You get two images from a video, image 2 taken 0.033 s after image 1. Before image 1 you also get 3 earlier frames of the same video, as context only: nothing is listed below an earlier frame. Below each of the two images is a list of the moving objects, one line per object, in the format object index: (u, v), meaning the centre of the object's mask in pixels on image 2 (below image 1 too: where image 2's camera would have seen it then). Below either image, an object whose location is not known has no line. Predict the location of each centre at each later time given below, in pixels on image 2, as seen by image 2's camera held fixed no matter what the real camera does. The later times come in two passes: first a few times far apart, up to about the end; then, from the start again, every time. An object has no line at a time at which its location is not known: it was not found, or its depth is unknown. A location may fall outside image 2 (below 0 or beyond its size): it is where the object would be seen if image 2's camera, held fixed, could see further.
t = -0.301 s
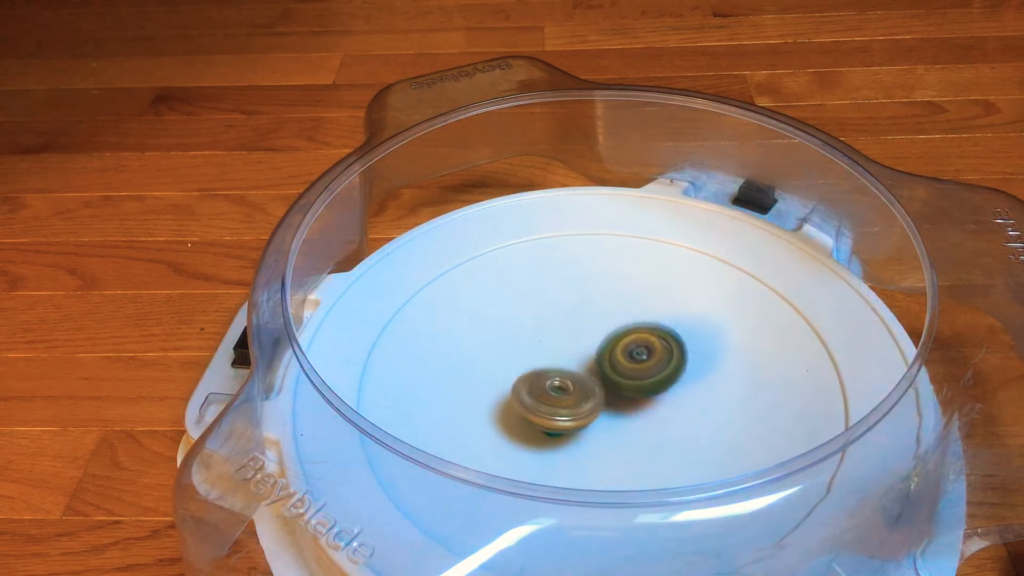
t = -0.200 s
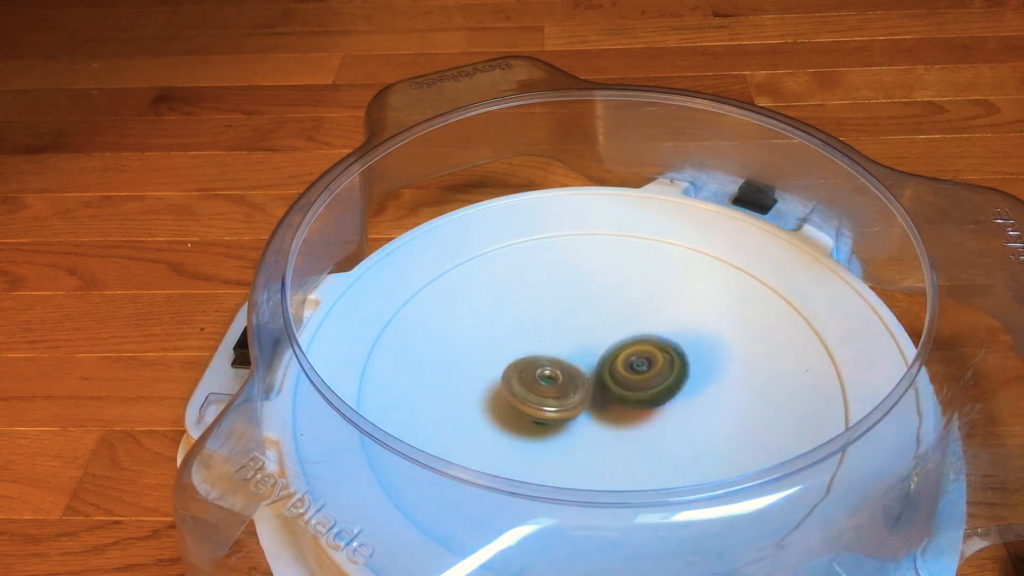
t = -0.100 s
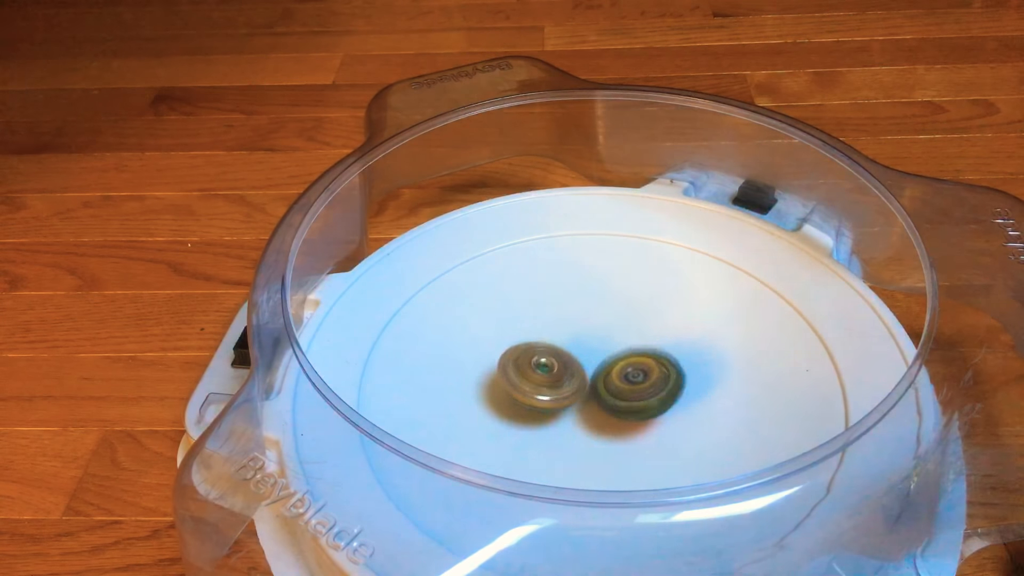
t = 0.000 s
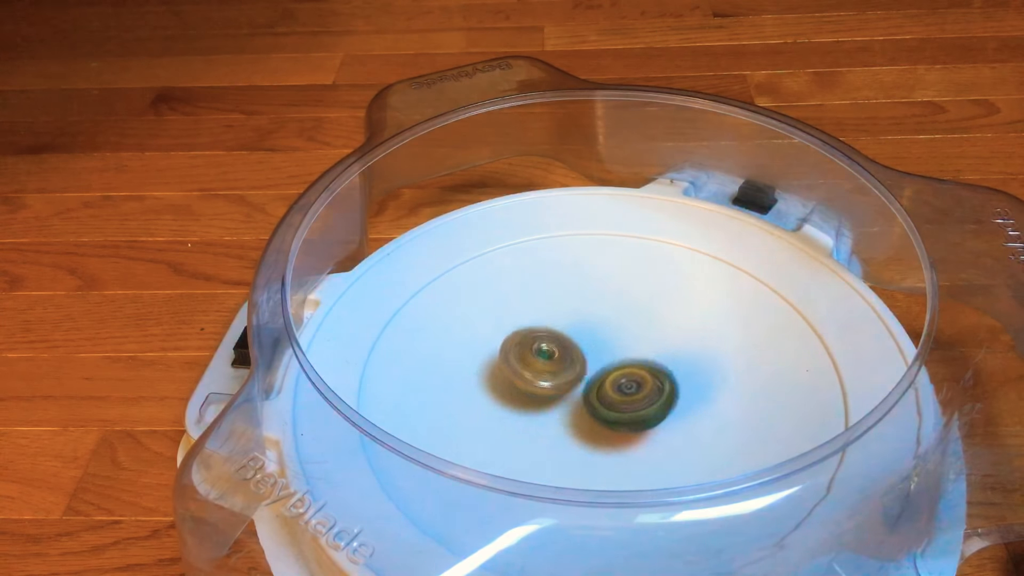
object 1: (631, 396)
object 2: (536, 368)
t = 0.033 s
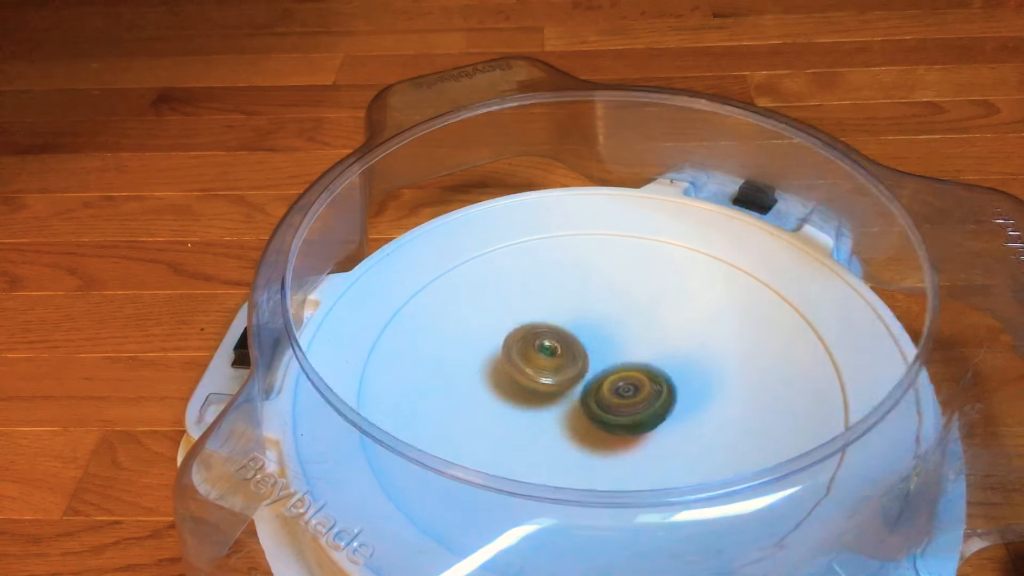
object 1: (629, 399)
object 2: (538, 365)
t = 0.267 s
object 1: (598, 411)
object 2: (571, 344)
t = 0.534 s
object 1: (563, 396)
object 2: (626, 349)
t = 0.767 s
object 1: (558, 371)
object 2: (648, 376)
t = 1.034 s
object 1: (578, 343)
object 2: (639, 415)
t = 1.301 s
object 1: (613, 337)
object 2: (593, 434)
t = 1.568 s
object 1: (636, 358)
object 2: (544, 410)
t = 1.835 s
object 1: (629, 386)
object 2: (530, 370)
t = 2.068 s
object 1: (607, 407)
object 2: (560, 331)
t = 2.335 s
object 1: (572, 404)
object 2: (613, 337)
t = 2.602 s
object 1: (562, 378)
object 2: (651, 375)
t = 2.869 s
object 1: (556, 348)
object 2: (662, 425)
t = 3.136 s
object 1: (589, 343)
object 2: (596, 435)
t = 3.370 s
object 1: (627, 353)
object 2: (546, 403)
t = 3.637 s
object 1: (639, 378)
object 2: (551, 354)
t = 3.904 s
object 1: (619, 410)
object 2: (599, 329)
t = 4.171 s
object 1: (576, 400)
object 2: (648, 363)
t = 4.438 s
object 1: (510, 348)
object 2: (696, 418)
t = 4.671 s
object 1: (558, 321)
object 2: (606, 427)
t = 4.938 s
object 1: (655, 348)
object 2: (522, 378)
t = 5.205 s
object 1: (678, 412)
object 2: (561, 331)
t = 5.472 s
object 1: (590, 435)
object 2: (633, 349)
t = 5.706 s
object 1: (518, 382)
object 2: (638, 396)
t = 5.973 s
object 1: (546, 318)
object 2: (575, 409)
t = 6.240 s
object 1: (633, 329)
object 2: (550, 371)
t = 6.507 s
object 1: (675, 403)
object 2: (593, 357)
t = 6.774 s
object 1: (596, 442)
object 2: (631, 377)
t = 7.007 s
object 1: (507, 397)
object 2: (607, 387)
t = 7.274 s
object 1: (536, 319)
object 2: (605, 370)
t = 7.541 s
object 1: (631, 303)
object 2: (625, 407)
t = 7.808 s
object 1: (644, 363)
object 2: (581, 418)
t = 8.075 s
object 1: (633, 378)
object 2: (486, 392)
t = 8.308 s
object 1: (623, 378)
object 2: (519, 388)
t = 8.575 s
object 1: (626, 391)
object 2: (559, 360)
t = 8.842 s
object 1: (629, 387)
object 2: (561, 322)
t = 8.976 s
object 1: (630, 367)
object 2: (561, 322)
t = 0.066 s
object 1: (625, 402)
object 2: (541, 361)
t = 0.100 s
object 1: (622, 405)
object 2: (545, 357)
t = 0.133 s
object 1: (617, 407)
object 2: (556, 347)
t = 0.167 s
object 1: (613, 409)
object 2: (555, 351)
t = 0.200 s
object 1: (608, 410)
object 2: (560, 349)
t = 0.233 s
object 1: (603, 411)
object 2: (566, 346)
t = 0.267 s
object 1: (598, 411)
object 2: (571, 344)
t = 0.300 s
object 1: (592, 411)
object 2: (577, 343)
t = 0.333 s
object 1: (587, 411)
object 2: (590, 338)
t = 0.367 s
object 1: (583, 409)
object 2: (591, 341)
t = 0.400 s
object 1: (578, 407)
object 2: (598, 341)
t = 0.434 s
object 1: (574, 405)
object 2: (605, 342)
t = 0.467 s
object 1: (570, 403)
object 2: (613, 344)
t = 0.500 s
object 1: (566, 400)
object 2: (619, 346)
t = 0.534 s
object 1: (563, 396)
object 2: (626, 349)
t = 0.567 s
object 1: (561, 392)
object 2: (631, 352)
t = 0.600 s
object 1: (559, 389)
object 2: (635, 356)
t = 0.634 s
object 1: (558, 385)
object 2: (640, 358)
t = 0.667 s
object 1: (556, 382)
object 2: (643, 362)
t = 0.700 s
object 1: (556, 378)
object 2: (645, 367)
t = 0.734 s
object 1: (557, 374)
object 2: (647, 371)
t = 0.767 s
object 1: (558, 371)
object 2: (648, 376)
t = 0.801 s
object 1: (559, 367)
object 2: (649, 381)
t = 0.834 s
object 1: (561, 363)
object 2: (650, 386)
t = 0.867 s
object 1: (564, 359)
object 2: (649, 390)
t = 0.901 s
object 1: (566, 356)
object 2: (647, 395)
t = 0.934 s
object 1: (569, 353)
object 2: (645, 399)
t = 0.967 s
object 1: (572, 349)
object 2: (643, 404)
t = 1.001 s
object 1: (575, 345)
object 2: (642, 410)
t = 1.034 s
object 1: (578, 343)
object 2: (639, 415)
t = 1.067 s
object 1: (582, 341)
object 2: (636, 419)
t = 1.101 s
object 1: (586, 339)
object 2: (631, 423)
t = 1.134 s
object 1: (590, 338)
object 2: (626, 427)
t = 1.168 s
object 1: (595, 337)
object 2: (620, 430)
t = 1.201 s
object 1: (599, 336)
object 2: (614, 432)
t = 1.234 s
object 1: (604, 336)
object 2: (607, 433)
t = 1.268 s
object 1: (609, 336)
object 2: (600, 434)
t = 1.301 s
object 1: (613, 337)
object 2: (593, 434)
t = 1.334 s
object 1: (617, 339)
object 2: (586, 433)
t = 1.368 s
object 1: (621, 340)
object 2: (578, 431)
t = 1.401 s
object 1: (625, 342)
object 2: (571, 429)
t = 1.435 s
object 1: (628, 345)
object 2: (564, 426)
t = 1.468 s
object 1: (630, 348)
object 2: (558, 423)
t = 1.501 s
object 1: (633, 351)
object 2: (553, 418)
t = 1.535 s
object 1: (634, 355)
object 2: (548, 414)
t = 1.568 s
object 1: (636, 358)
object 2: (544, 410)
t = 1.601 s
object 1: (635, 362)
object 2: (541, 404)
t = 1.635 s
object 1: (636, 365)
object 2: (537, 399)
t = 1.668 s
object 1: (635, 368)
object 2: (535, 394)
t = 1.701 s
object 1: (634, 372)
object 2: (533, 389)
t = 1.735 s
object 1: (635, 376)
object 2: (529, 384)
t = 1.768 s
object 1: (634, 380)
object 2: (528, 379)
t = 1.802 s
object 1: (632, 383)
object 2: (528, 374)
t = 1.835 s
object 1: (629, 386)
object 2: (530, 370)
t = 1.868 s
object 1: (626, 390)
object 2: (532, 365)
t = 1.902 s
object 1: (623, 392)
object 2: (535, 361)
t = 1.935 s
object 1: (620, 394)
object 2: (539, 357)
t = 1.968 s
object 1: (616, 398)
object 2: (543, 352)
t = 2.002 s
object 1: (614, 403)
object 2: (551, 339)
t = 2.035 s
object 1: (610, 405)
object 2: (555, 334)
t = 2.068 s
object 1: (607, 407)
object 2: (560, 331)
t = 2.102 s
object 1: (603, 409)
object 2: (566, 328)
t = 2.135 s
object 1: (598, 409)
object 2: (570, 329)
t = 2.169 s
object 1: (593, 410)
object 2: (579, 326)
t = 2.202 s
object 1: (589, 410)
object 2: (587, 326)
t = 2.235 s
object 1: (584, 409)
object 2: (595, 327)
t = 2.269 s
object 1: (581, 409)
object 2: (603, 328)
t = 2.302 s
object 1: (576, 407)
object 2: (610, 331)
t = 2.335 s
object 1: (572, 404)
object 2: (613, 337)
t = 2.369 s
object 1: (568, 402)
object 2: (620, 341)
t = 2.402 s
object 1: (566, 399)
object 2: (627, 344)
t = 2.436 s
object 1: (564, 396)
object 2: (634, 348)
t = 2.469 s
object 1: (562, 393)
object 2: (639, 353)
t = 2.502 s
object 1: (561, 389)
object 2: (644, 358)
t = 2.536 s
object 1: (560, 386)
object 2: (648, 363)
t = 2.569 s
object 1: (560, 382)
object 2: (650, 369)
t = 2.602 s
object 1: (562, 378)
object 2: (651, 375)
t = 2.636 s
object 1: (561, 373)
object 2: (653, 381)
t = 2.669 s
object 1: (552, 368)
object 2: (663, 388)
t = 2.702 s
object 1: (550, 364)
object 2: (669, 396)
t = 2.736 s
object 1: (550, 360)
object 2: (672, 403)
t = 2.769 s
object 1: (551, 356)
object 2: (672, 409)
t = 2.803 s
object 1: (552, 353)
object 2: (671, 414)
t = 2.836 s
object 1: (553, 350)
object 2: (667, 420)
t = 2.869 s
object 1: (556, 348)
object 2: (662, 425)
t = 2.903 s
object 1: (559, 346)
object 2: (657, 430)
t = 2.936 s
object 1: (562, 344)
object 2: (650, 433)
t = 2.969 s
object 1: (566, 342)
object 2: (643, 436)
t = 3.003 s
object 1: (570, 342)
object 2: (634, 438)
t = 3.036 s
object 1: (575, 341)
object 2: (624, 439)
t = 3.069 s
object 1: (580, 341)
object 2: (615, 439)
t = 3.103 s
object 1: (584, 342)
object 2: (606, 437)
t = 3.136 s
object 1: (589, 343)
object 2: (596, 435)
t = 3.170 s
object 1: (593, 344)
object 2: (594, 427)
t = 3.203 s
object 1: (598, 346)
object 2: (585, 422)
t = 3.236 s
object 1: (603, 348)
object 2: (569, 423)
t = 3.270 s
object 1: (609, 349)
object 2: (568, 415)
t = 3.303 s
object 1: (615, 352)
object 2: (559, 411)
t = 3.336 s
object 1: (621, 353)
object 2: (551, 408)
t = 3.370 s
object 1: (627, 353)
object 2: (546, 403)
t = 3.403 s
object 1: (631, 355)
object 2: (542, 396)
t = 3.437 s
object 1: (634, 357)
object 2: (540, 390)
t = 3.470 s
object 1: (637, 360)
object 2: (540, 383)
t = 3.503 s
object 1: (639, 363)
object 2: (541, 377)
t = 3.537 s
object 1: (640, 367)
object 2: (541, 370)
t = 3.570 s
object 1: (641, 371)
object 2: (544, 365)
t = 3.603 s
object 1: (641, 374)
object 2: (548, 359)
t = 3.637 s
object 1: (639, 378)
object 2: (551, 354)
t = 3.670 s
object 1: (637, 382)
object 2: (555, 351)
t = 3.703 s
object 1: (638, 388)
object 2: (559, 346)
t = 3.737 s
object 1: (638, 394)
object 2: (560, 340)
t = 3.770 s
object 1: (635, 398)
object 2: (564, 336)
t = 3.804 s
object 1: (631, 403)
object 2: (571, 334)
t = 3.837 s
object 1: (629, 405)
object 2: (579, 332)
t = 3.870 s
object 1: (624, 408)
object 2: (592, 327)
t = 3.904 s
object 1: (619, 410)
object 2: (599, 329)
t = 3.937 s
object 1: (613, 411)
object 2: (604, 334)
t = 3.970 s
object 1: (608, 411)
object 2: (611, 336)
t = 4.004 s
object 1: (602, 411)
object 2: (618, 339)
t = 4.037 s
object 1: (597, 409)
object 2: (626, 342)
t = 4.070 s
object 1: (591, 408)
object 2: (636, 344)
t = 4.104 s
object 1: (586, 406)
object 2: (641, 349)
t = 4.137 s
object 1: (581, 404)
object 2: (644, 357)
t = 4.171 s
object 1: (576, 400)
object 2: (648, 363)
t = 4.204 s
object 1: (562, 396)
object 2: (656, 372)
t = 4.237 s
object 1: (540, 388)
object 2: (677, 379)
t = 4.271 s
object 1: (523, 380)
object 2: (693, 386)
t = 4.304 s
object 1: (514, 374)
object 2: (704, 394)
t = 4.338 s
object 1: (510, 367)
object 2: (709, 400)
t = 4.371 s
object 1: (508, 361)
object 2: (707, 406)
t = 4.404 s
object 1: (508, 354)
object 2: (704, 412)
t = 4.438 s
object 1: (510, 348)
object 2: (696, 418)
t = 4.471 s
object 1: (514, 342)
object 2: (687, 423)
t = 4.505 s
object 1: (519, 336)
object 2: (675, 427)
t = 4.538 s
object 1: (526, 331)
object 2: (661, 431)
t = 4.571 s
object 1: (532, 328)
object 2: (647, 433)
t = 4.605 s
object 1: (540, 325)
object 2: (638, 429)
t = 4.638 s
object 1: (548, 323)
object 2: (623, 430)
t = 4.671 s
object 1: (558, 321)
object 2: (606, 427)
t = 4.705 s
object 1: (568, 322)
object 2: (591, 425)
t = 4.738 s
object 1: (579, 323)
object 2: (575, 421)
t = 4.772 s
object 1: (592, 325)
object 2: (561, 415)
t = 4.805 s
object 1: (604, 328)
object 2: (549, 408)
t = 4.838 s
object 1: (617, 332)
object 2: (539, 402)
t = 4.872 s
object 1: (631, 337)
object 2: (531, 393)
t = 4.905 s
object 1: (644, 342)
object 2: (525, 385)
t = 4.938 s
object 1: (655, 348)
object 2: (522, 378)
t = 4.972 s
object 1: (665, 355)
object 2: (522, 370)
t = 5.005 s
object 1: (673, 362)
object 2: (524, 361)
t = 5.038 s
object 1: (680, 370)
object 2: (521, 360)
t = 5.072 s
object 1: (685, 377)
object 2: (526, 354)
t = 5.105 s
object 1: (686, 386)
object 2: (532, 348)
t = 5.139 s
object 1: (686, 395)
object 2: (544, 338)
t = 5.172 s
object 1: (683, 403)
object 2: (552, 334)
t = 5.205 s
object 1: (678, 412)
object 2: (561, 331)
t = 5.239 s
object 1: (672, 419)
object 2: (566, 334)
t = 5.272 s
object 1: (664, 426)
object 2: (576, 333)
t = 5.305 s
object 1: (655, 430)
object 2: (586, 334)
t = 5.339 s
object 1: (644, 435)
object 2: (597, 335)
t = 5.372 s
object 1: (632, 437)
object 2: (608, 337)
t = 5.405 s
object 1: (618, 438)
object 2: (617, 340)
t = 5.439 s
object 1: (604, 437)
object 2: (626, 344)
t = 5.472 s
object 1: (590, 435)
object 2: (633, 349)
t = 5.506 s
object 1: (575, 431)
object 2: (640, 355)
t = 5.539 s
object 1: (561, 425)
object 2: (644, 361)
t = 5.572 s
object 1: (549, 419)
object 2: (646, 368)
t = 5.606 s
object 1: (538, 412)
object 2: (647, 375)
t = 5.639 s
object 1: (528, 403)
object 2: (646, 382)
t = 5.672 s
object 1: (520, 394)
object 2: (643, 389)
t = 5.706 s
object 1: (518, 382)
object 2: (638, 396)
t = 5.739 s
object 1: (515, 373)
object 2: (632, 402)
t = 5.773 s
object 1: (514, 363)
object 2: (624, 407)
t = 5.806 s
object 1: (515, 353)
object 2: (614, 411)
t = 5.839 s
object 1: (519, 344)
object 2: (612, 409)
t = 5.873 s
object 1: (523, 336)
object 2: (602, 411)
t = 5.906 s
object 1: (529, 329)
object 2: (593, 411)
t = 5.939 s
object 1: (537, 322)
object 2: (576, 416)
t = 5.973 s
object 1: (546, 318)
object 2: (575, 409)
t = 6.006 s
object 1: (555, 313)
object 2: (567, 406)
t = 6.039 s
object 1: (565, 311)
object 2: (560, 403)
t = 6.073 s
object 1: (577, 311)
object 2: (554, 398)
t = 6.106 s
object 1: (589, 312)
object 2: (550, 394)
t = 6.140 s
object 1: (600, 314)
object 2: (548, 389)
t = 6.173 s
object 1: (610, 319)
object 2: (547, 383)
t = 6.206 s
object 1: (622, 323)
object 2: (548, 377)
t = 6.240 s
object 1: (633, 329)
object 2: (550, 371)
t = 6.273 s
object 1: (643, 335)
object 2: (548, 372)
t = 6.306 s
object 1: (653, 344)
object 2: (551, 367)
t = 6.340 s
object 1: (659, 353)
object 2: (557, 363)
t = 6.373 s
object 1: (667, 362)
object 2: (564, 361)
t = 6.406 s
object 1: (673, 371)
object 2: (570, 358)
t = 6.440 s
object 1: (675, 381)
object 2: (578, 358)
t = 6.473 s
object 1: (677, 392)
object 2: (585, 357)
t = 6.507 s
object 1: (675, 403)
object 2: (593, 357)
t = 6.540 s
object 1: (670, 413)
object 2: (600, 358)
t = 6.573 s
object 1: (664, 421)
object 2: (608, 360)
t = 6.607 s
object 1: (657, 428)
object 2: (614, 363)
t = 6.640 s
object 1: (647, 434)
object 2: (619, 366)
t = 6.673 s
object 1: (635, 439)
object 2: (622, 370)
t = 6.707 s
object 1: (625, 441)
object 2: (623, 374)
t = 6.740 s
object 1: (612, 442)
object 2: (625, 377)
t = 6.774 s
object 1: (596, 442)
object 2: (631, 377)
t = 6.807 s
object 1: (578, 441)
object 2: (626, 382)
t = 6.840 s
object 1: (561, 436)
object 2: (624, 384)
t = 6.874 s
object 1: (545, 431)
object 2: (621, 386)
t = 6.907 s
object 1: (531, 424)
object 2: (617, 387)
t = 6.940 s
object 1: (521, 417)
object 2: (613, 387)
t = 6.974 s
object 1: (512, 408)
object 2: (610, 387)
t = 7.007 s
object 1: (507, 397)
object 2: (607, 387)
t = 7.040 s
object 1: (503, 386)
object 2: (604, 386)
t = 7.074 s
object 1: (501, 375)
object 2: (602, 384)
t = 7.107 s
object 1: (502, 365)
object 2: (600, 382)
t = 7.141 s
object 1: (506, 355)
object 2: (600, 379)
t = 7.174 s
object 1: (512, 344)
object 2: (600, 376)
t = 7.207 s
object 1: (519, 335)
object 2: (601, 373)
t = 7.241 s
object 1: (527, 326)
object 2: (604, 372)
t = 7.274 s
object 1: (536, 319)
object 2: (605, 370)
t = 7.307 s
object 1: (547, 314)
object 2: (607, 368)
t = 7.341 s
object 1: (559, 308)
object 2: (610, 368)
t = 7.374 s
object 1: (571, 306)
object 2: (612, 368)
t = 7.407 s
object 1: (586, 301)
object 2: (617, 376)
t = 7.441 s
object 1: (598, 296)
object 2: (619, 385)
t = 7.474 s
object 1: (611, 294)
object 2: (623, 393)
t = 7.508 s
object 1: (623, 297)
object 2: (625, 400)
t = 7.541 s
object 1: (631, 303)
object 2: (625, 407)
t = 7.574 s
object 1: (639, 308)
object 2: (624, 412)
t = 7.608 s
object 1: (645, 315)
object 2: (622, 416)
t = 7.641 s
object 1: (650, 322)
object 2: (617, 420)
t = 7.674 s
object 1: (651, 333)
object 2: (611, 422)
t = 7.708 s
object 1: (651, 343)
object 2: (606, 422)
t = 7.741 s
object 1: (648, 354)
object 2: (601, 420)
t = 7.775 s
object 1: (644, 362)
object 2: (594, 420)
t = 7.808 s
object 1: (644, 363)
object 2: (581, 418)
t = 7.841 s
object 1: (656, 360)
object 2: (554, 425)
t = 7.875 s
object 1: (660, 363)
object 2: (532, 420)
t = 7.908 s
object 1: (660, 367)
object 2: (511, 417)
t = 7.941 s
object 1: (655, 371)
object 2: (498, 414)
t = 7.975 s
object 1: (647, 371)
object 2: (489, 407)
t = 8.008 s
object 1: (642, 374)
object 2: (482, 401)
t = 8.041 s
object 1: (639, 377)
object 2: (482, 396)
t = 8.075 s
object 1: (633, 378)
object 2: (486, 392)
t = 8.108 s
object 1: (626, 379)
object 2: (494, 391)
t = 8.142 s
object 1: (618, 379)
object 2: (502, 390)
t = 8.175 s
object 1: (612, 380)
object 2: (512, 389)
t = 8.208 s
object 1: (608, 376)
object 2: (518, 389)
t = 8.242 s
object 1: (620, 376)
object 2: (516, 388)
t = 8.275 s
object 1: (622, 377)
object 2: (516, 388)
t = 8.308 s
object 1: (623, 378)
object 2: (519, 388)
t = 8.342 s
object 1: (625, 378)
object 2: (530, 383)
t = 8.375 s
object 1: (630, 380)
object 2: (530, 381)
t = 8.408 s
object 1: (634, 382)
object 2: (534, 377)
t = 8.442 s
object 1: (637, 384)
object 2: (538, 375)
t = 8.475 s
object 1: (636, 389)
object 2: (542, 374)
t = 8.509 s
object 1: (634, 389)
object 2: (547, 370)
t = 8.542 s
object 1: (631, 396)
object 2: (553, 367)
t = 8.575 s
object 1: (626, 391)
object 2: (559, 360)
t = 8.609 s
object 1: (627, 400)
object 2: (564, 350)
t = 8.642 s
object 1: (630, 397)
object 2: (568, 342)
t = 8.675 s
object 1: (632, 399)
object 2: (570, 336)
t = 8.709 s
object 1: (630, 398)
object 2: (571, 330)
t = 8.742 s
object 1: (629, 395)
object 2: (569, 326)
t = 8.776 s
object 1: (629, 393)
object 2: (566, 324)
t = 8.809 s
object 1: (628, 390)
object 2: (563, 322)
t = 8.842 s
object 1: (629, 387)
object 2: (561, 322)
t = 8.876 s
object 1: (630, 383)
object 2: (560, 322)
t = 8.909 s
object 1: (631, 378)
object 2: (560, 322)
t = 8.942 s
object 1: (631, 373)
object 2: (560, 322)
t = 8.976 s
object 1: (630, 367)
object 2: (561, 322)
